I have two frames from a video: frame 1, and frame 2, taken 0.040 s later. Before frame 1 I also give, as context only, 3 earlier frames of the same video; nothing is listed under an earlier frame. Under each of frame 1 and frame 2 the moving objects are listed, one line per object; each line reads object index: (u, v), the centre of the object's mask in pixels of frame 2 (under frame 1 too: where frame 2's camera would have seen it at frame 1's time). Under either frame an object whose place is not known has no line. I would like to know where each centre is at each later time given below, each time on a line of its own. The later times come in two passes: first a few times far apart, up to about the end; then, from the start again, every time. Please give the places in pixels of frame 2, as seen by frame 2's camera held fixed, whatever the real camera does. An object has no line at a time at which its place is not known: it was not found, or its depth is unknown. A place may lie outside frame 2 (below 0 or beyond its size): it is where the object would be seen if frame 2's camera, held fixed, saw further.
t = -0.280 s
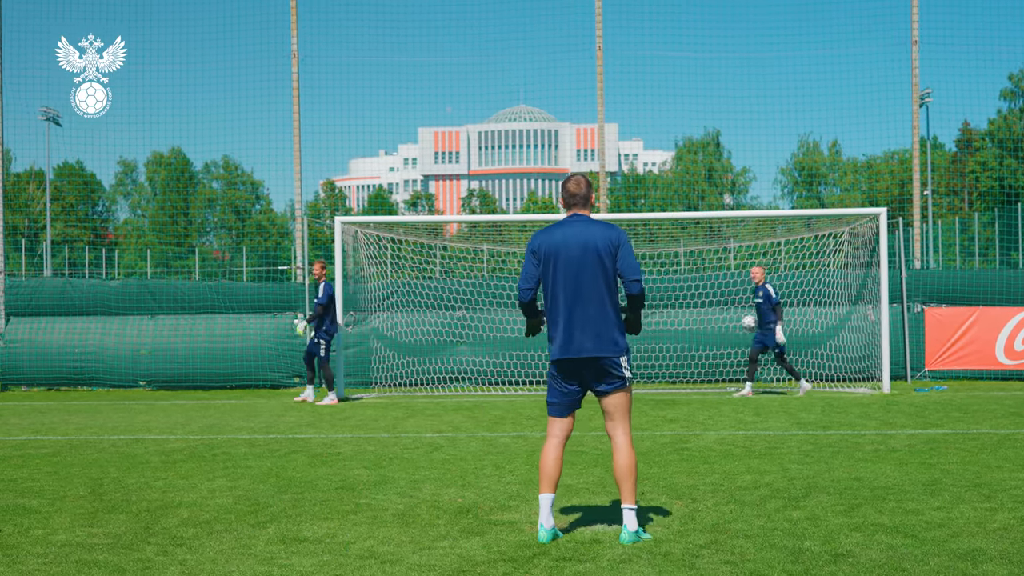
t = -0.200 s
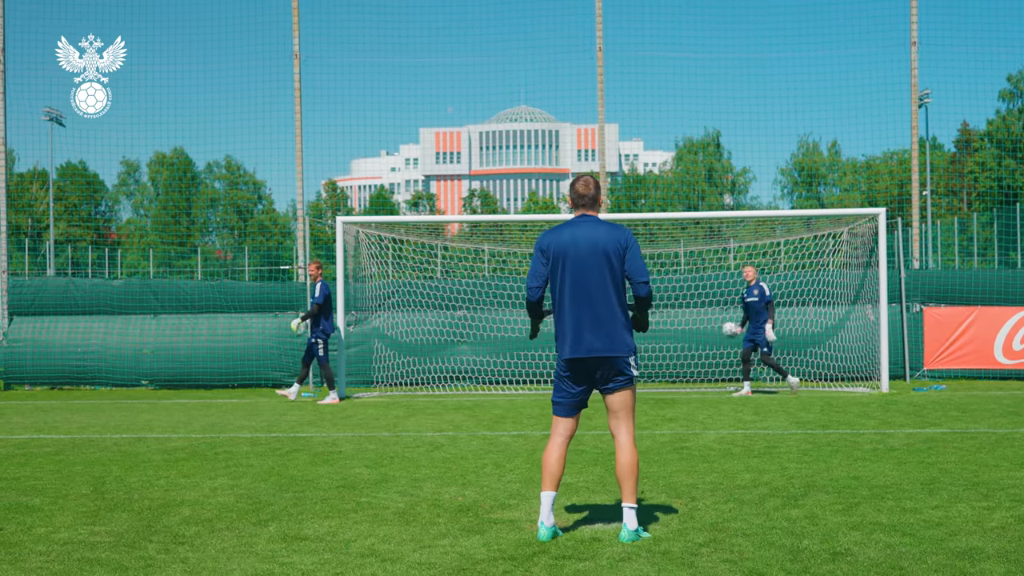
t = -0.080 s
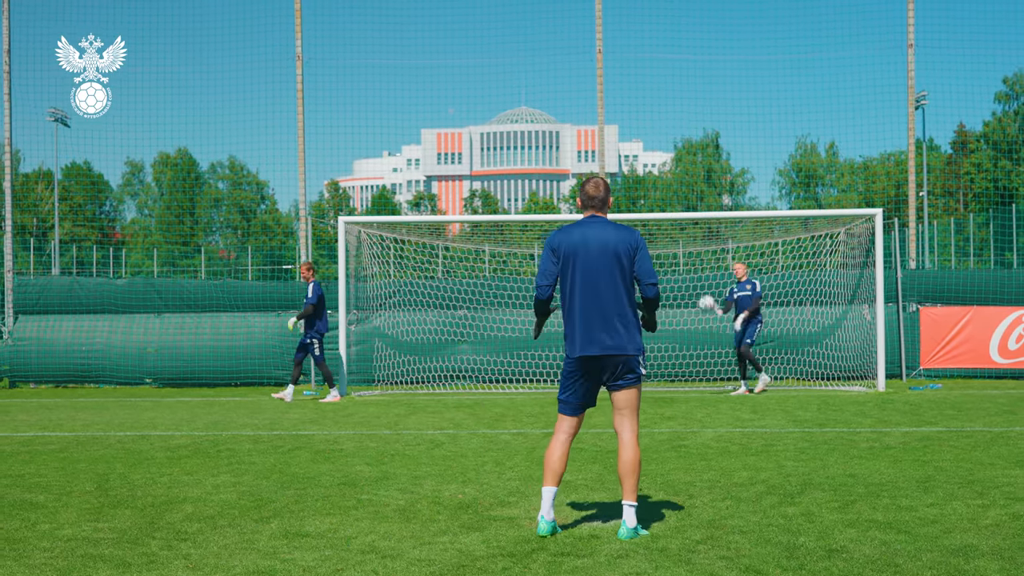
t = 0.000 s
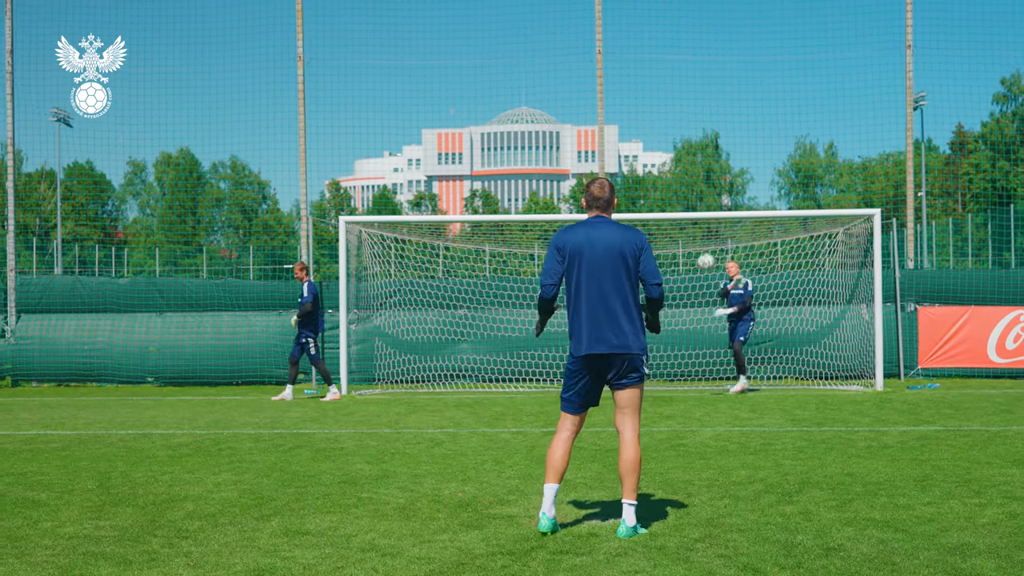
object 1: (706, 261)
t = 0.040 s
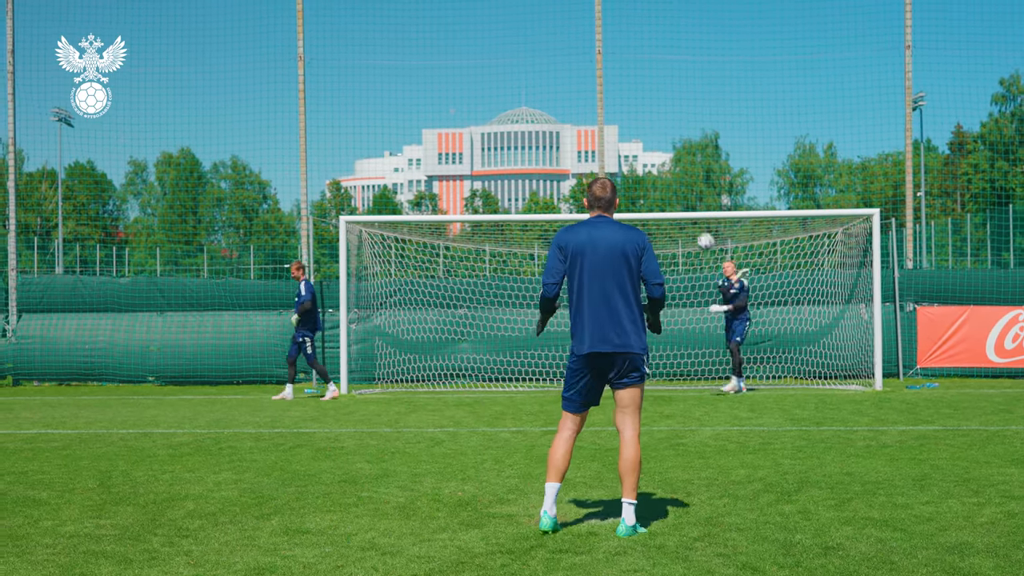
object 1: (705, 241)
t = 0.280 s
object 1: (701, 132)
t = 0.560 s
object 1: (690, 48)
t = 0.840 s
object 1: (671, 31)
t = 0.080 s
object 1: (705, 221)
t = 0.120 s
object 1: (704, 202)
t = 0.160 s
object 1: (703, 184)
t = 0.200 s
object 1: (703, 166)
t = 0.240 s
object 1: (702, 148)
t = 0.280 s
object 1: (701, 132)
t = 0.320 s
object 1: (700, 118)
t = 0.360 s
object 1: (698, 104)
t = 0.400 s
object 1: (697, 90)
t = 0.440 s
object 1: (695, 78)
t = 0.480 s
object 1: (694, 67)
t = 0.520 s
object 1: (692, 57)
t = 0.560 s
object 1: (690, 48)
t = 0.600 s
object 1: (687, 40)
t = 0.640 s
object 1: (685, 34)
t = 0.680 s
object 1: (682, 29)
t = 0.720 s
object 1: (680, 27)
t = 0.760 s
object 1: (677, 25)
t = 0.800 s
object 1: (674, 27)
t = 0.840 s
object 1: (671, 31)
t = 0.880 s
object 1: (667, 37)
